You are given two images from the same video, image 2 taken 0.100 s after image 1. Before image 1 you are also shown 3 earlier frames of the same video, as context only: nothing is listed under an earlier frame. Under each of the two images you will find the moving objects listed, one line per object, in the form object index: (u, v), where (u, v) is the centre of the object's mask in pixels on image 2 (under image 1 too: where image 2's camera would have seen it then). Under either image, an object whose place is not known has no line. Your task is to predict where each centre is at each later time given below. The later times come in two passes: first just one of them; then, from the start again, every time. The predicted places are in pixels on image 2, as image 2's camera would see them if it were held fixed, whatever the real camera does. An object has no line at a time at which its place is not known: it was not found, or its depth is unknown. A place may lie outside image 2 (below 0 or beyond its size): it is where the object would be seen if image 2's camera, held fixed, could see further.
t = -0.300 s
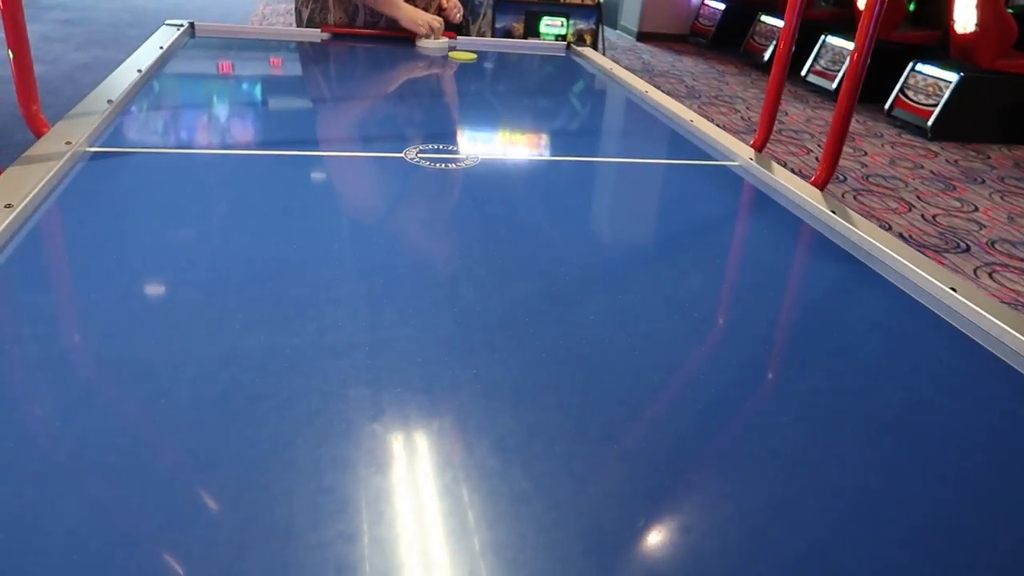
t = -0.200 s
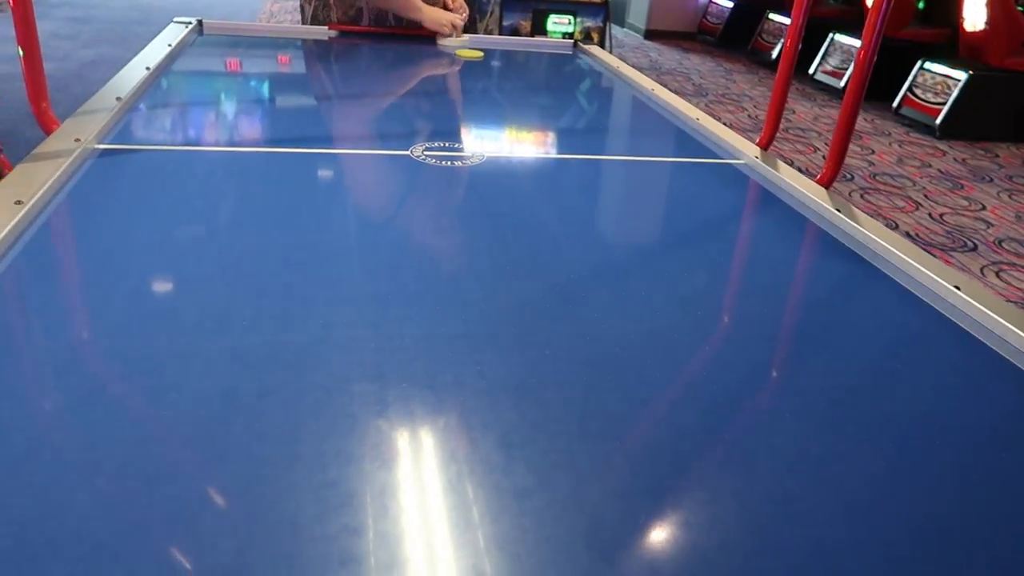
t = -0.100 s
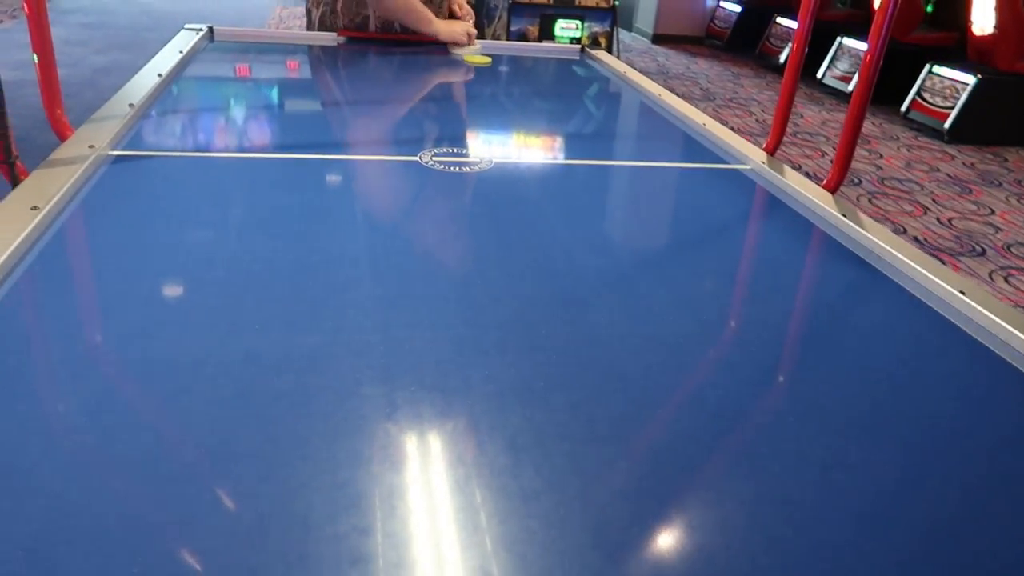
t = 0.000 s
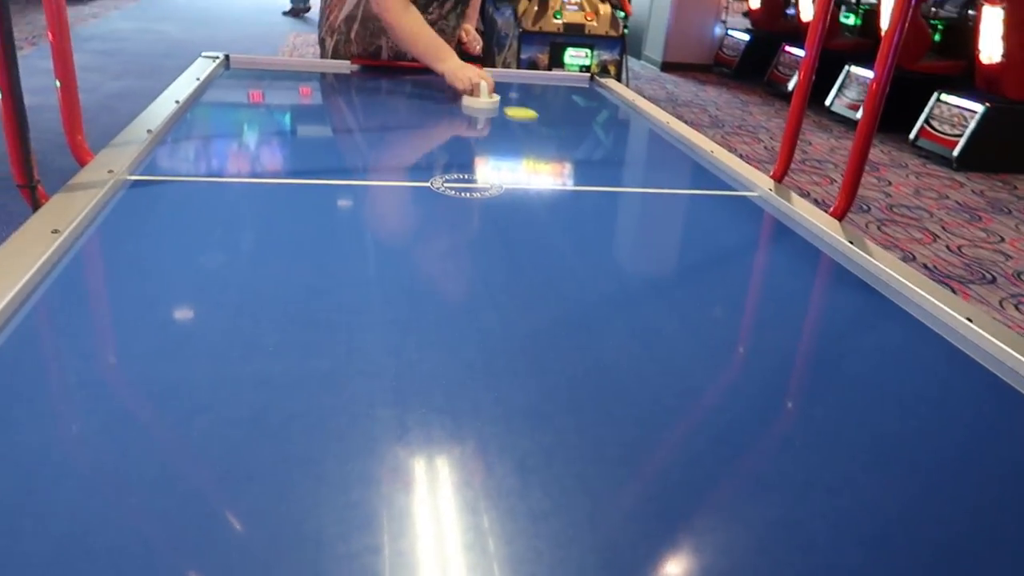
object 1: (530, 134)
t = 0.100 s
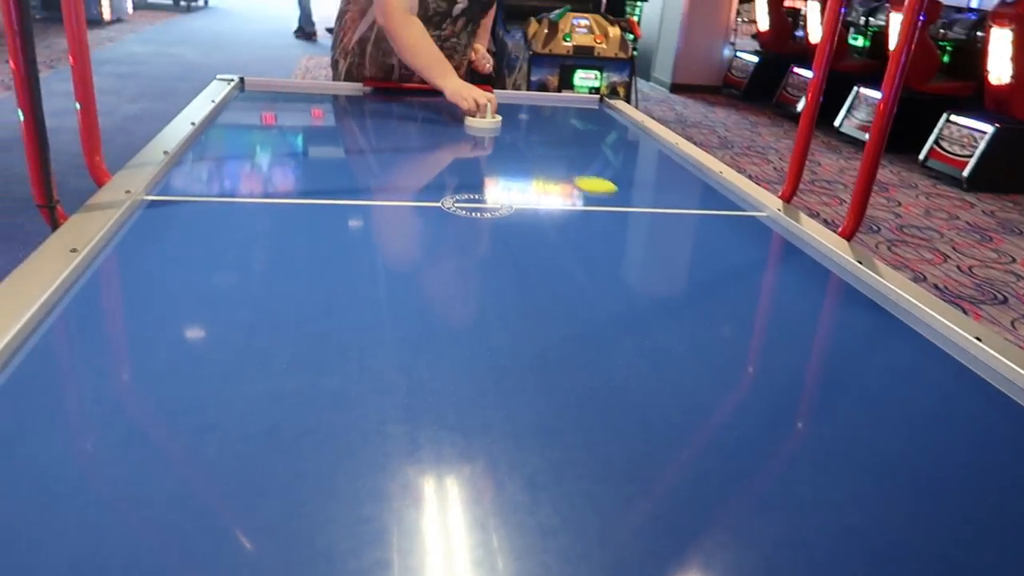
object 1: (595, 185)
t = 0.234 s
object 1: (750, 308)
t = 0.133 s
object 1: (623, 207)
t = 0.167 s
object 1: (657, 234)
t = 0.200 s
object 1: (699, 268)
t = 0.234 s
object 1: (750, 308)
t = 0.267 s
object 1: (818, 360)
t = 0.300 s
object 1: (907, 430)
